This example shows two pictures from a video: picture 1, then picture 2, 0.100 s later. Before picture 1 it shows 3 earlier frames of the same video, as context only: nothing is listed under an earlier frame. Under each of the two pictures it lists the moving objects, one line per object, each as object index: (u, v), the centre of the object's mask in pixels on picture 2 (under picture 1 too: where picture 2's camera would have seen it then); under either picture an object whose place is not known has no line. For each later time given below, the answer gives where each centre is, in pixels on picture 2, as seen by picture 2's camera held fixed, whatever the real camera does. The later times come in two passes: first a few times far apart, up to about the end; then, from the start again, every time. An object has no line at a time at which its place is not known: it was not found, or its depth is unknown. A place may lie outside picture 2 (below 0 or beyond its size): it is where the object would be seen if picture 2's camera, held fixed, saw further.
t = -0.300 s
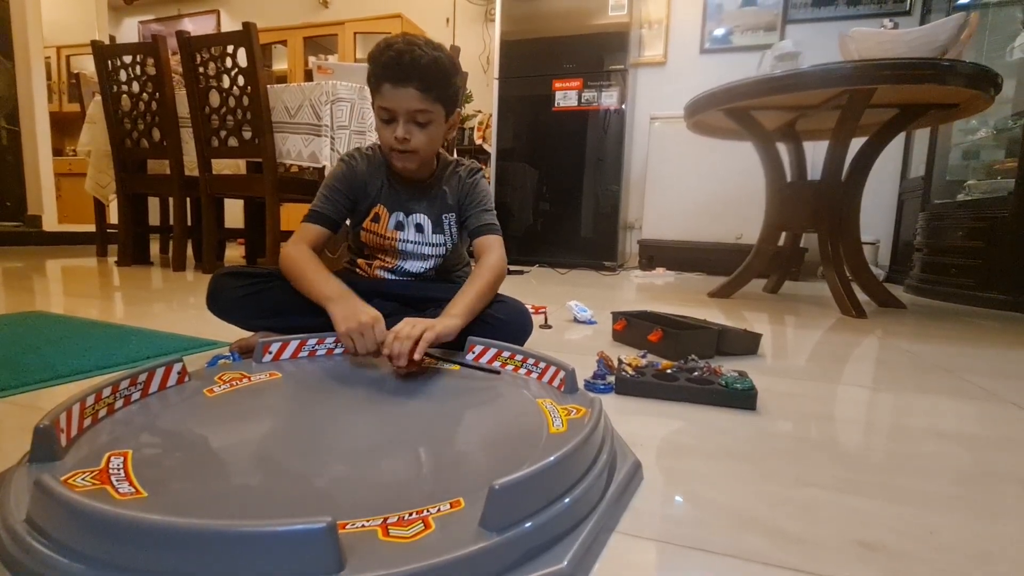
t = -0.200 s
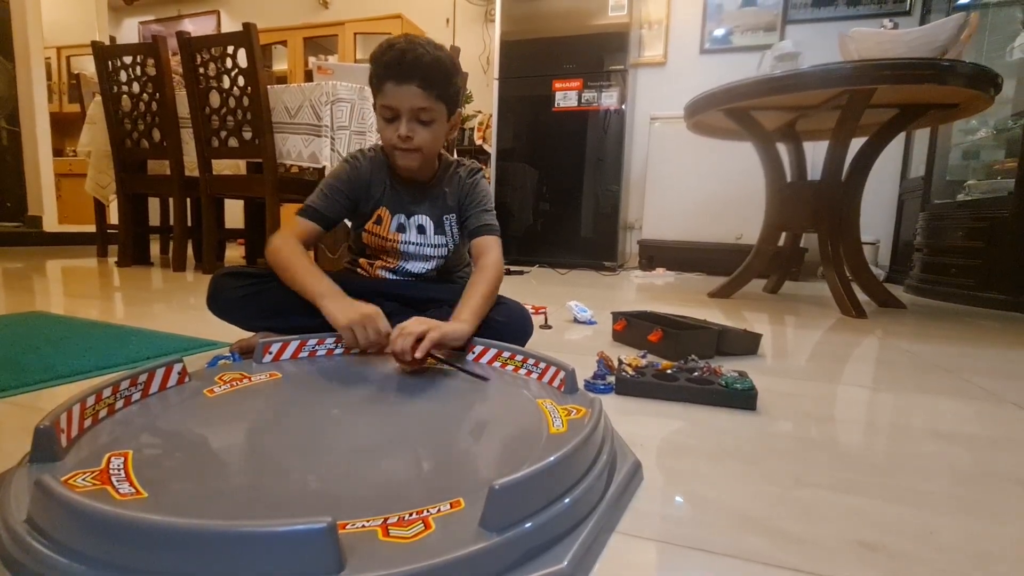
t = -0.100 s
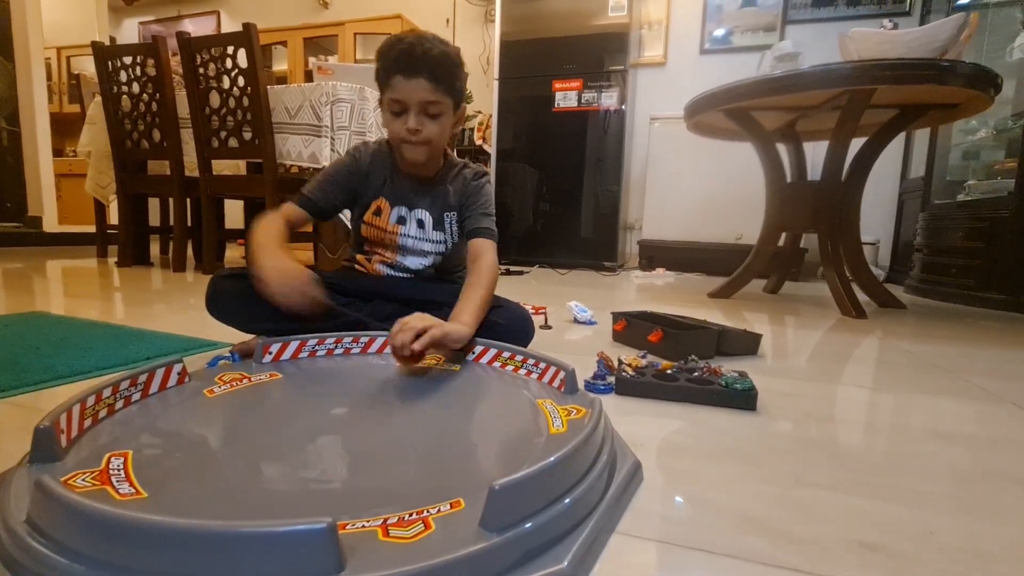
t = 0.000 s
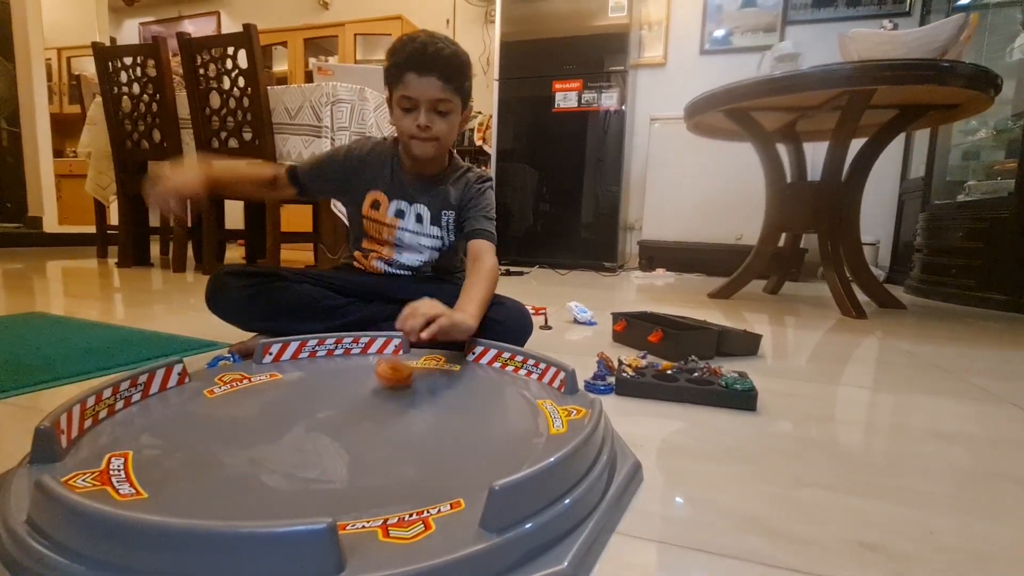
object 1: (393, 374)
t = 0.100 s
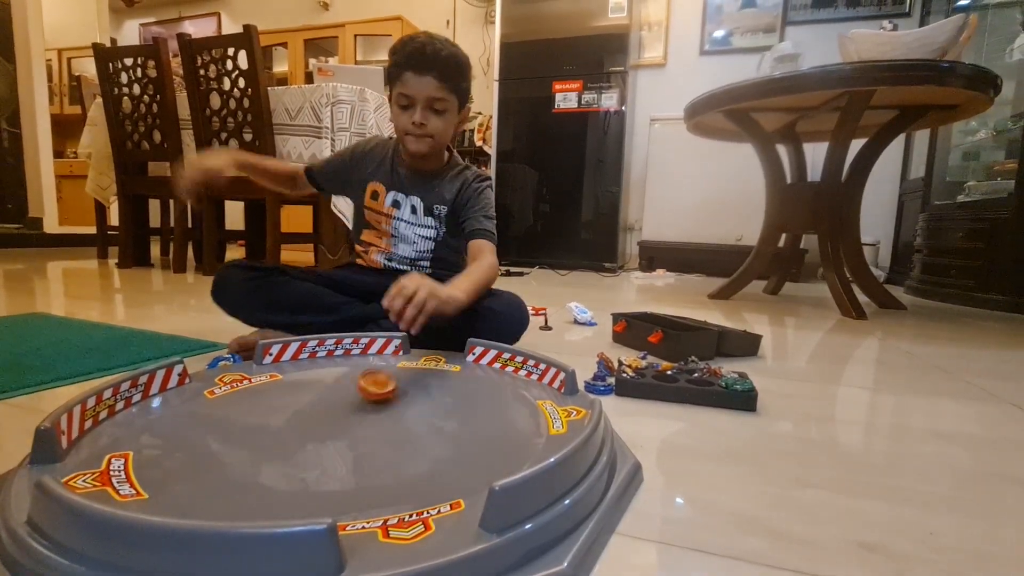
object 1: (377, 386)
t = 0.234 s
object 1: (360, 402)
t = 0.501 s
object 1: (374, 424)
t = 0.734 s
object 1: (438, 427)
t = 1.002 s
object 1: (490, 422)
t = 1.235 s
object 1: (507, 420)
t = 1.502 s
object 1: (494, 421)
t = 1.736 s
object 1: (460, 427)
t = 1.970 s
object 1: (391, 441)
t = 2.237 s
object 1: (303, 451)
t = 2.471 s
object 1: (283, 448)
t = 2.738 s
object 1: (291, 440)
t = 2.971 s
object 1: (289, 433)
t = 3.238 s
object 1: (308, 424)
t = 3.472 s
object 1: (336, 417)
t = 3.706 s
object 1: (361, 416)
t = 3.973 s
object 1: (376, 417)
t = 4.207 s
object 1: (379, 419)
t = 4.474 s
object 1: (378, 423)
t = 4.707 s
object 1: (374, 426)
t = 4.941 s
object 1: (367, 428)
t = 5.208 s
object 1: (356, 428)
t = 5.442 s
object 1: (347, 425)
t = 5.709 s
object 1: (344, 422)
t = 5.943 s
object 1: (350, 418)
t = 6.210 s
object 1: (361, 416)
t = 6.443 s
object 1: (368, 416)
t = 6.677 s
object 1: (373, 417)
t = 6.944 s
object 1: (374, 421)
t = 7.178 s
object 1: (369, 425)
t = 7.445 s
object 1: (360, 427)
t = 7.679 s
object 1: (352, 426)
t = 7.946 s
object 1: (347, 424)
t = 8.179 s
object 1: (350, 420)
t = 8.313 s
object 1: (355, 418)
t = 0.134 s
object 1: (372, 390)
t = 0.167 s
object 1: (368, 394)
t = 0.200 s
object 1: (364, 399)
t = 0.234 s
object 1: (360, 402)
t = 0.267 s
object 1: (358, 406)
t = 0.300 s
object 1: (356, 410)
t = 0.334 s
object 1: (356, 414)
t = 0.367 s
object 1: (357, 417)
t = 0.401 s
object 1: (359, 418)
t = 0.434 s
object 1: (363, 421)
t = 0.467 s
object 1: (368, 423)
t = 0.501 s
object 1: (374, 424)
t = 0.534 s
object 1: (382, 425)
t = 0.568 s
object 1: (391, 425)
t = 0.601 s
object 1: (400, 425)
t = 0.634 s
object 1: (409, 426)
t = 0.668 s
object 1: (419, 426)
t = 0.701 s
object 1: (427, 426)
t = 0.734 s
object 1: (438, 427)
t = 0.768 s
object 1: (446, 427)
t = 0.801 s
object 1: (455, 426)
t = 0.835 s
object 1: (462, 426)
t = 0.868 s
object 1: (469, 426)
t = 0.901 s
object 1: (475, 425)
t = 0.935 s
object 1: (480, 424)
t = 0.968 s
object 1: (485, 423)
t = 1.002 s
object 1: (490, 422)
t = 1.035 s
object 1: (493, 422)
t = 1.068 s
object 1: (496, 421)
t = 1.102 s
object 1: (500, 421)
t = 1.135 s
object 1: (502, 421)
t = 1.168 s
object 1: (504, 420)
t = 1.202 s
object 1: (505, 420)
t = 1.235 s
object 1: (507, 420)
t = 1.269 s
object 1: (509, 420)
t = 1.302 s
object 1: (510, 420)
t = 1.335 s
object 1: (510, 420)
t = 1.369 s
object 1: (509, 420)
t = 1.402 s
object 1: (506, 420)
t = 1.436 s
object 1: (502, 420)
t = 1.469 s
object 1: (498, 420)
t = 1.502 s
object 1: (494, 421)
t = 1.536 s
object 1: (489, 421)
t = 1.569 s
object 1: (484, 422)
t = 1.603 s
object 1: (479, 422)
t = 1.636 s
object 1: (475, 423)
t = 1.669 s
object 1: (470, 424)
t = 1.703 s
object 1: (466, 425)
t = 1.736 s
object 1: (460, 427)
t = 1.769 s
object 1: (455, 428)
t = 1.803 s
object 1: (450, 430)
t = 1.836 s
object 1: (441, 432)
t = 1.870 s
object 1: (431, 434)
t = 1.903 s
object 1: (417, 437)
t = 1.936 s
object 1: (404, 439)
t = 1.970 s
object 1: (391, 441)
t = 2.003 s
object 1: (380, 443)
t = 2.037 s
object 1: (370, 445)
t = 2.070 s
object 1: (358, 446)
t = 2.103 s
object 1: (345, 447)
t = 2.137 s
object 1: (334, 448)
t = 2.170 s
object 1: (323, 449)
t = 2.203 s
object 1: (314, 450)
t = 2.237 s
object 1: (303, 451)
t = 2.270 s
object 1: (296, 451)
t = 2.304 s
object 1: (290, 451)
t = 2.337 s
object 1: (286, 451)
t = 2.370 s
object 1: (284, 450)
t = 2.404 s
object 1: (283, 450)
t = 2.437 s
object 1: (283, 449)
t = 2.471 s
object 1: (283, 448)
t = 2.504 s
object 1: (284, 446)
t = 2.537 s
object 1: (285, 446)
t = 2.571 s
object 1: (286, 445)
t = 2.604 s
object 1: (288, 444)
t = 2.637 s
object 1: (289, 443)
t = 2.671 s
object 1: (290, 442)
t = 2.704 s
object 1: (290, 441)
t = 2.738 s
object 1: (291, 440)
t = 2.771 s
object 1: (290, 439)
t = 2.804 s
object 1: (290, 438)
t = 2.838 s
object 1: (289, 438)
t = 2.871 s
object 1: (289, 437)
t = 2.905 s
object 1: (289, 435)
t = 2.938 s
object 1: (288, 434)
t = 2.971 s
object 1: (289, 433)
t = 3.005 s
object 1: (290, 431)
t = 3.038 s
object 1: (291, 430)
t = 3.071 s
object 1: (293, 429)
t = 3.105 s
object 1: (295, 428)
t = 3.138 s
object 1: (298, 427)
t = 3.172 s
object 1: (301, 426)
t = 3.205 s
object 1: (304, 424)
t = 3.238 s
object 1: (308, 424)
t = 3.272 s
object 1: (311, 423)
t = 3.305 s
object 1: (315, 421)
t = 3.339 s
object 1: (319, 420)
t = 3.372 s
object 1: (323, 419)
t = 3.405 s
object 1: (327, 418)
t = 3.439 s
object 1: (333, 418)
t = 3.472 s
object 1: (336, 417)
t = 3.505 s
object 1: (342, 417)
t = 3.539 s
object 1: (345, 416)
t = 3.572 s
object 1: (349, 416)
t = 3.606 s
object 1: (353, 416)
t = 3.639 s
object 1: (355, 415)
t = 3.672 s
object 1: (358, 415)
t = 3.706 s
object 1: (361, 416)
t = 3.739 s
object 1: (364, 416)
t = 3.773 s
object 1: (366, 415)
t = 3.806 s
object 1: (367, 415)
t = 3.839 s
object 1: (369, 415)
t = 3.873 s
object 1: (371, 416)
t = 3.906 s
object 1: (373, 416)
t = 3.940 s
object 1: (374, 416)
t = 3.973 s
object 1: (376, 417)
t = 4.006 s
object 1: (377, 417)
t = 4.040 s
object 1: (378, 417)
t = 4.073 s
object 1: (378, 418)
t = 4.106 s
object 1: (379, 418)
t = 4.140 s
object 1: (379, 418)
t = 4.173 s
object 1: (379, 419)
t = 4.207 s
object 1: (379, 419)
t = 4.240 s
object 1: (379, 420)
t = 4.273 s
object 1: (379, 420)
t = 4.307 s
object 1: (379, 421)
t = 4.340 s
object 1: (379, 421)
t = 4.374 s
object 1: (379, 422)
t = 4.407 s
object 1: (379, 422)
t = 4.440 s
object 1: (379, 423)
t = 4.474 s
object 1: (378, 423)
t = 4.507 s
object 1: (378, 423)
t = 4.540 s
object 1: (377, 424)
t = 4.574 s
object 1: (377, 424)
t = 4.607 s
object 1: (376, 425)
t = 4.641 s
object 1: (376, 425)
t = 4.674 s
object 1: (375, 425)
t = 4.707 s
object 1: (374, 426)
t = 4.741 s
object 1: (373, 427)
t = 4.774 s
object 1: (372, 427)
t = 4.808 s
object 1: (371, 427)
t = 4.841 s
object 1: (371, 428)
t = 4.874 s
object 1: (370, 428)
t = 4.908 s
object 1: (368, 428)
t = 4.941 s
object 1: (367, 428)
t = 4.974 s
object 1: (366, 429)
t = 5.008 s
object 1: (365, 429)
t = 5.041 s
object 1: (363, 428)
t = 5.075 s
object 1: (362, 429)
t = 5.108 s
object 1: (361, 429)
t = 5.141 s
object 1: (359, 428)
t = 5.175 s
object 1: (357, 428)
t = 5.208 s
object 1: (356, 428)
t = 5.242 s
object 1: (354, 428)
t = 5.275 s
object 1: (353, 427)
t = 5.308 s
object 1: (352, 427)
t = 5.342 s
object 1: (350, 426)
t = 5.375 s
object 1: (349, 426)
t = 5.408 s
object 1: (348, 425)
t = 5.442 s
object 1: (347, 425)
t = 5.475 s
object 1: (346, 424)
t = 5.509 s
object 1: (345, 424)
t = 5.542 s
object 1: (345, 424)
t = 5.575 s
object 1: (344, 423)
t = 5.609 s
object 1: (344, 423)
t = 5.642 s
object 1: (344, 422)
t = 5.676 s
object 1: (344, 422)
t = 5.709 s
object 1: (344, 422)
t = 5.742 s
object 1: (344, 421)
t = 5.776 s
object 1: (345, 421)
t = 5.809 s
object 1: (346, 420)
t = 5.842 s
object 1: (347, 420)
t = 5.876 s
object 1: (348, 419)
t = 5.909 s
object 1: (349, 419)
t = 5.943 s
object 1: (350, 418)
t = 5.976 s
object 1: (351, 418)
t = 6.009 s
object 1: (353, 418)
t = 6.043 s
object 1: (355, 418)
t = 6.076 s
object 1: (355, 417)
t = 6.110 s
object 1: (356, 417)
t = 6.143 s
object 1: (358, 417)
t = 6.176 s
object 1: (359, 417)
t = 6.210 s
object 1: (361, 416)
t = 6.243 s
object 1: (362, 416)
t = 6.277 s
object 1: (363, 416)
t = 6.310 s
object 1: (364, 416)
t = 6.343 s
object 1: (365, 416)
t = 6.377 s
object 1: (366, 416)
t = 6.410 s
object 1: (367, 416)
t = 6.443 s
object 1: (368, 416)
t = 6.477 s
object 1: (369, 416)
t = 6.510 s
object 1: (370, 416)
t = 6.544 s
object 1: (370, 416)
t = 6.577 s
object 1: (371, 416)
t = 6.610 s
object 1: (372, 417)
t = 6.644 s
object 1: (373, 417)
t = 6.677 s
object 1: (373, 417)
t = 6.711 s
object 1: (374, 417)
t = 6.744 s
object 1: (374, 418)
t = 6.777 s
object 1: (374, 418)
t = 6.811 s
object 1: (374, 418)
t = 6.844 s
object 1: (375, 419)
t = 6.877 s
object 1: (374, 420)
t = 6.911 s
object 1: (374, 420)
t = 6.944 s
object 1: (374, 421)
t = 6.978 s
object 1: (374, 422)
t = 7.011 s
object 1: (373, 422)
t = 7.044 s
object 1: (373, 422)
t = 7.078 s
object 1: (372, 423)
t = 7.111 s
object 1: (371, 424)
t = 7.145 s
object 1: (370, 424)
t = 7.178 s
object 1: (369, 425)
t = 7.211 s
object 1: (368, 425)
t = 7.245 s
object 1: (367, 426)
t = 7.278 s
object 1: (366, 426)
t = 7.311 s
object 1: (365, 427)
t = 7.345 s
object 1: (364, 427)
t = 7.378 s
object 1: (363, 427)
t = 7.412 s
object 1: (361, 427)
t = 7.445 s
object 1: (360, 427)
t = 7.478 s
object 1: (359, 427)
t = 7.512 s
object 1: (357, 427)
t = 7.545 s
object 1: (356, 427)
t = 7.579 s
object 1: (355, 427)
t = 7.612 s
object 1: (354, 427)
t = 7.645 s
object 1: (353, 427)
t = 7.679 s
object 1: (352, 426)
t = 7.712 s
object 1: (351, 426)
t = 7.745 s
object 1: (350, 426)
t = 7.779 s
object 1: (350, 426)
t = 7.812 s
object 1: (349, 425)
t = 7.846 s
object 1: (349, 424)
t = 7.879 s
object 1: (348, 424)
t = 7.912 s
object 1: (348, 424)
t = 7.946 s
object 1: (347, 424)
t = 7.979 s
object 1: (347, 423)
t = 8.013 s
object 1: (347, 422)
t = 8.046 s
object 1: (347, 422)
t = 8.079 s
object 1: (348, 422)
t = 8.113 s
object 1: (348, 421)
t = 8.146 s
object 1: (349, 421)
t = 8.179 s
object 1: (350, 420)
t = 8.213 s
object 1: (351, 420)
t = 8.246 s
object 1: (352, 419)
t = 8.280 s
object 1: (354, 418)
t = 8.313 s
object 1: (355, 418)
